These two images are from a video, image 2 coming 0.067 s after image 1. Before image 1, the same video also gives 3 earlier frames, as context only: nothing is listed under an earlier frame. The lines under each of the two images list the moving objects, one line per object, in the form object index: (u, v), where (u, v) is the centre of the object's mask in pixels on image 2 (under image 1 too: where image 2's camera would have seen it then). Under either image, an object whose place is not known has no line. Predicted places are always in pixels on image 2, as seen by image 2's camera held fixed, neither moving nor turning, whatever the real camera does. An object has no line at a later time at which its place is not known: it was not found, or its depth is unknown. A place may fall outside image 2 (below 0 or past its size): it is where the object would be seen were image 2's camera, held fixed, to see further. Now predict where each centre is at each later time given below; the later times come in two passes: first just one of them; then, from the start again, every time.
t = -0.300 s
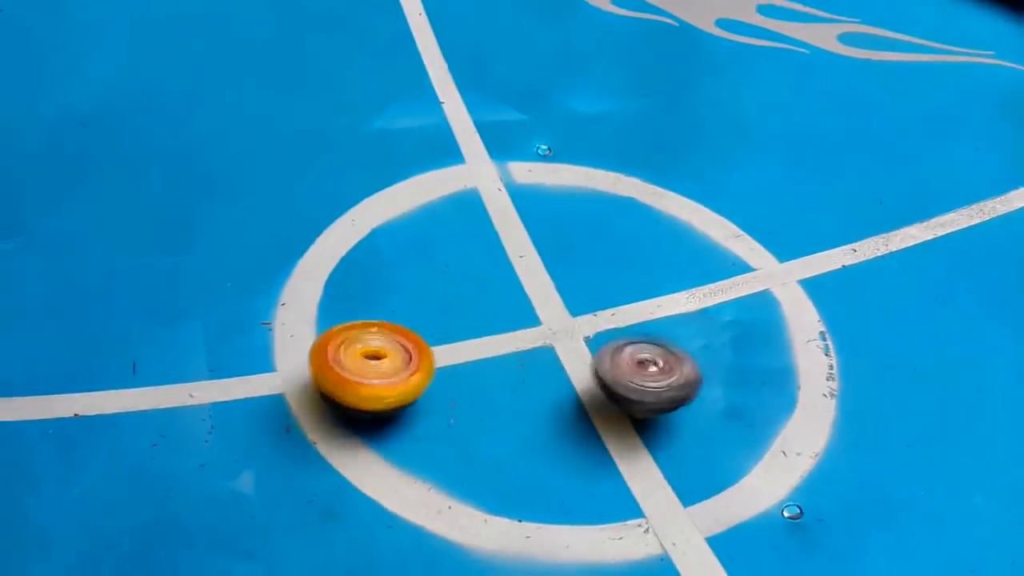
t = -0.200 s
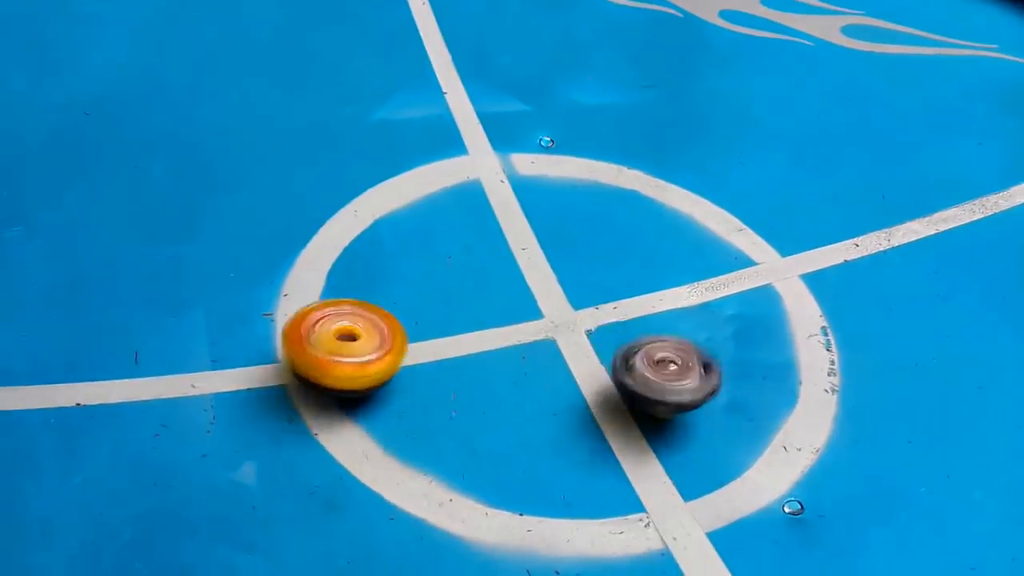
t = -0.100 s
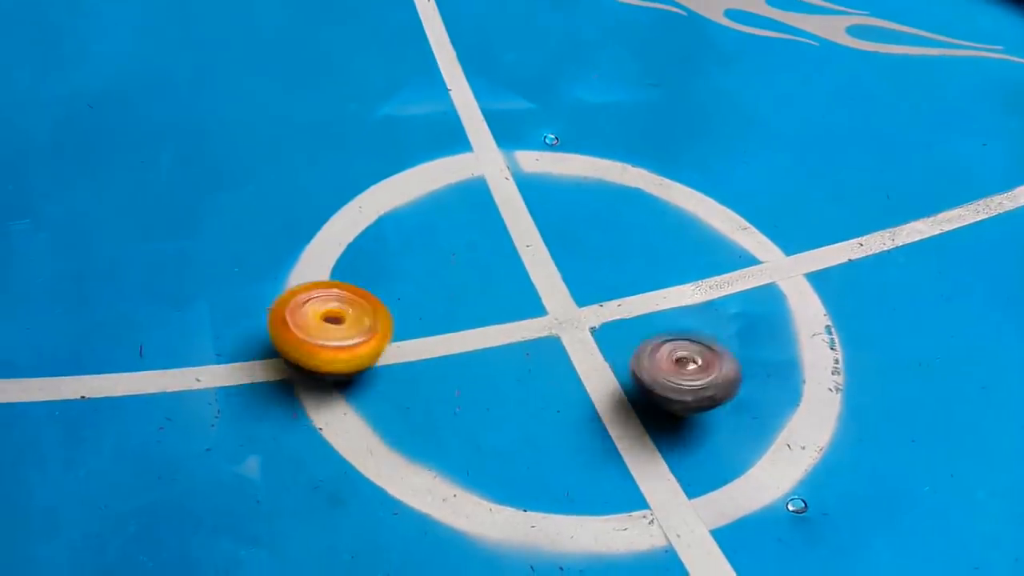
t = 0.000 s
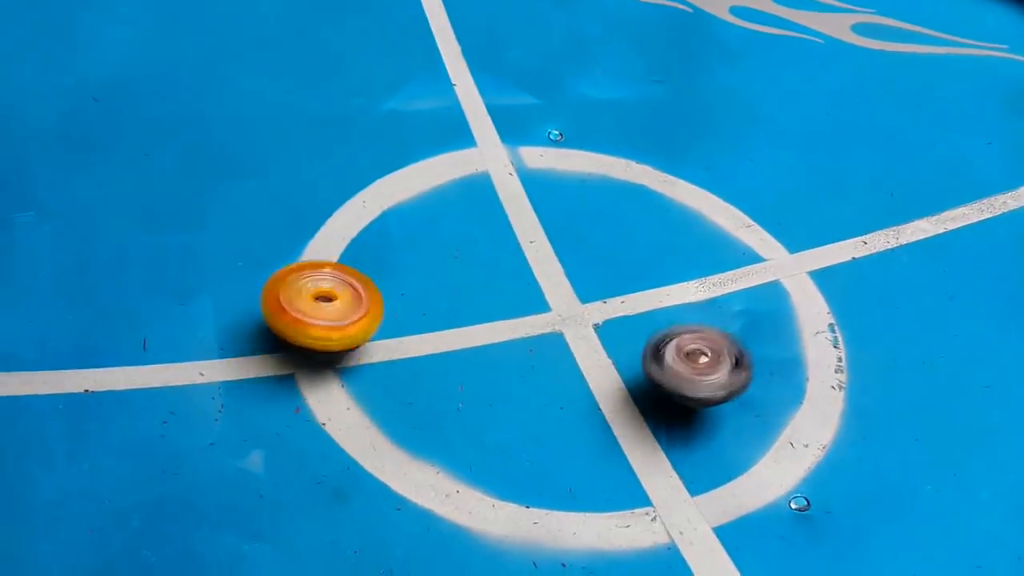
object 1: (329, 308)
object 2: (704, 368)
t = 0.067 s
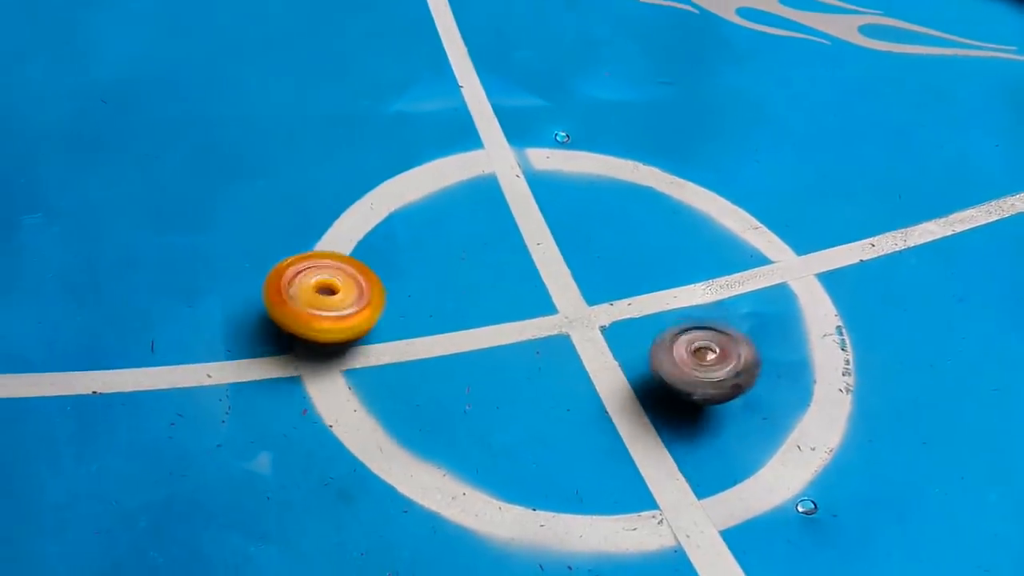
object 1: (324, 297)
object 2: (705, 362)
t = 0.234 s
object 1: (331, 274)
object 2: (696, 347)
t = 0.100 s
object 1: (323, 293)
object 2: (704, 360)
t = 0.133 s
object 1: (324, 288)
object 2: (704, 356)
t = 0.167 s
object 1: (327, 284)
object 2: (703, 353)
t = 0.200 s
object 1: (329, 278)
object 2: (699, 349)
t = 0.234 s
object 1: (331, 274)
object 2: (696, 347)
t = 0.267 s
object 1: (336, 269)
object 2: (692, 343)
